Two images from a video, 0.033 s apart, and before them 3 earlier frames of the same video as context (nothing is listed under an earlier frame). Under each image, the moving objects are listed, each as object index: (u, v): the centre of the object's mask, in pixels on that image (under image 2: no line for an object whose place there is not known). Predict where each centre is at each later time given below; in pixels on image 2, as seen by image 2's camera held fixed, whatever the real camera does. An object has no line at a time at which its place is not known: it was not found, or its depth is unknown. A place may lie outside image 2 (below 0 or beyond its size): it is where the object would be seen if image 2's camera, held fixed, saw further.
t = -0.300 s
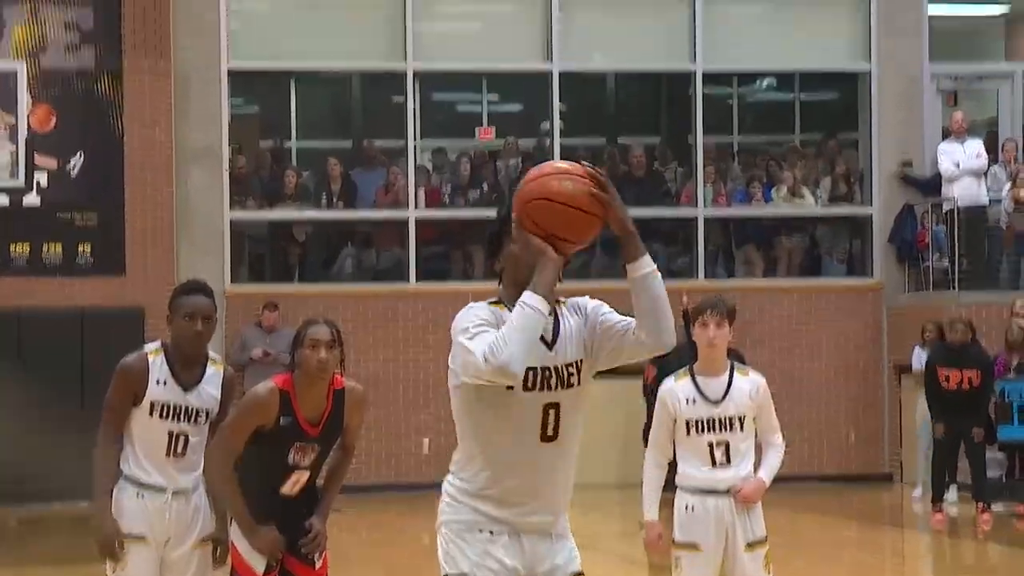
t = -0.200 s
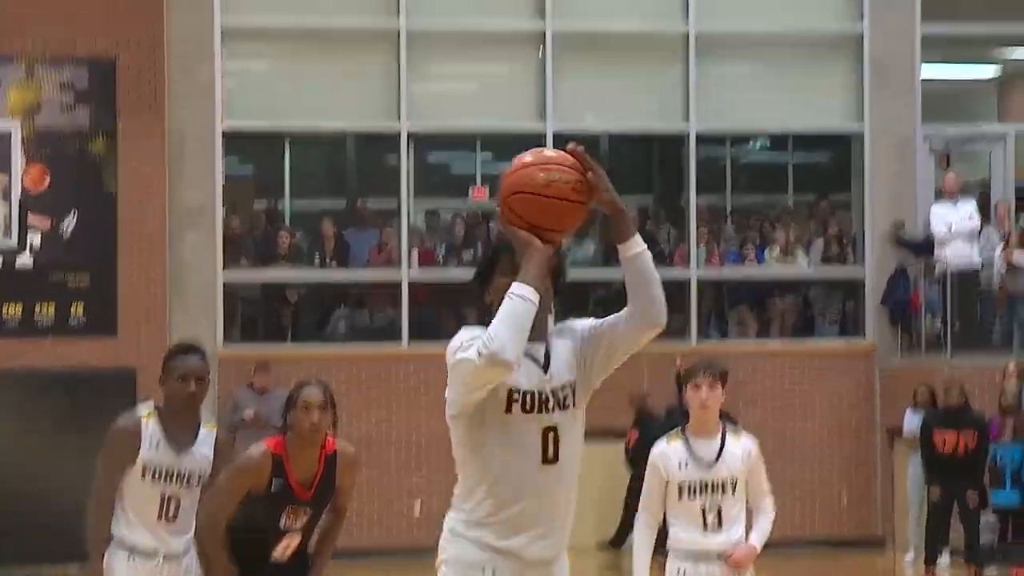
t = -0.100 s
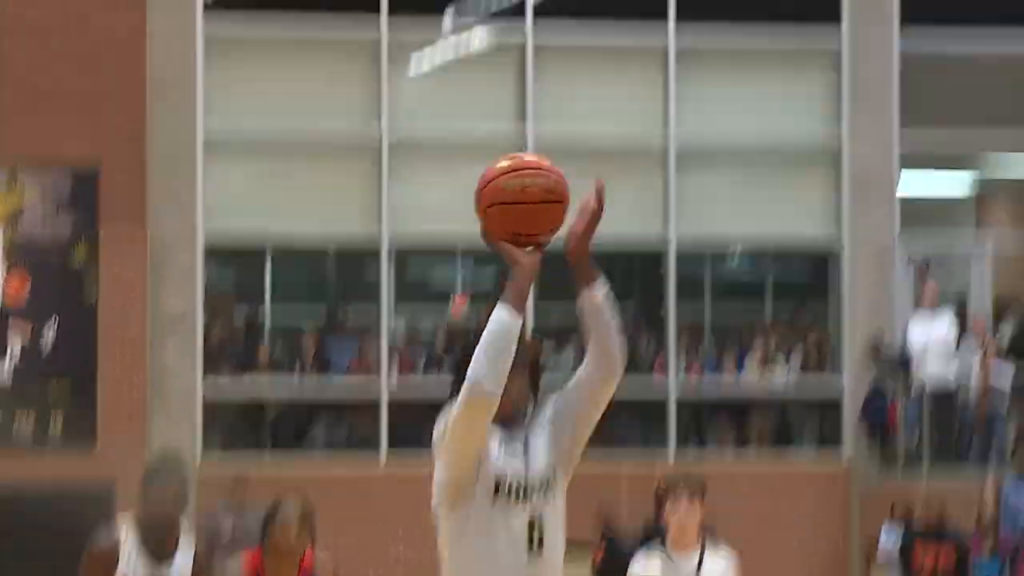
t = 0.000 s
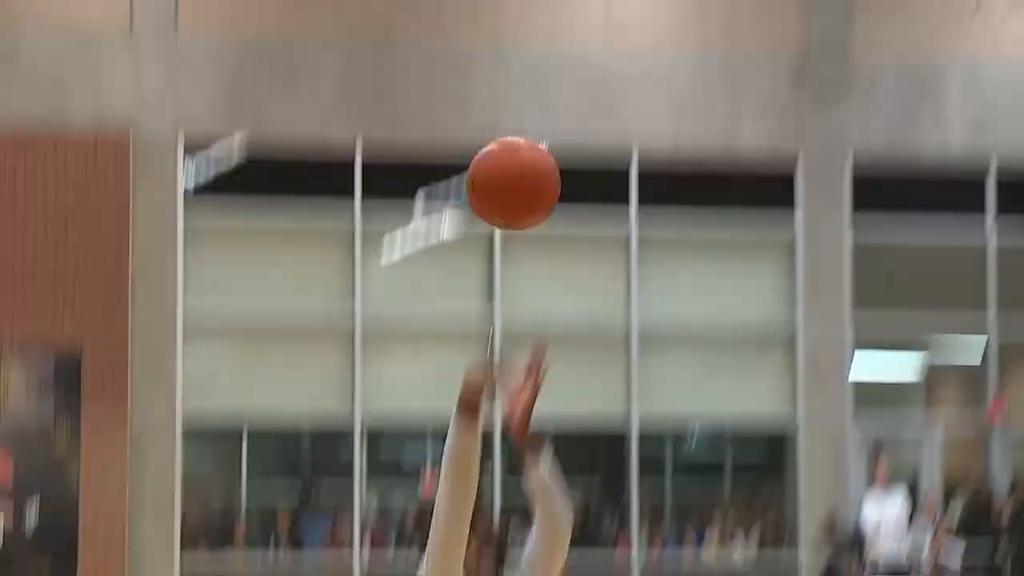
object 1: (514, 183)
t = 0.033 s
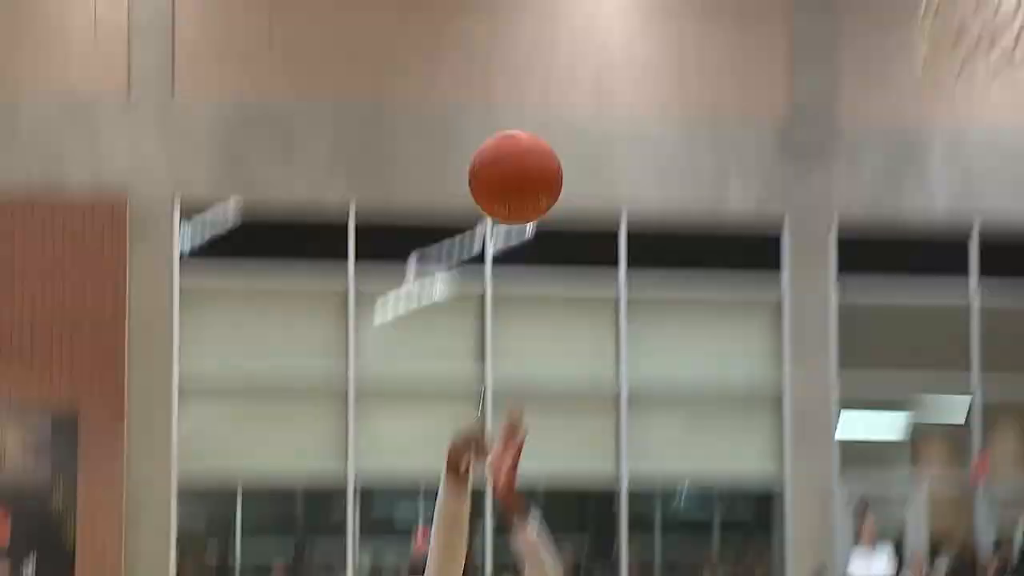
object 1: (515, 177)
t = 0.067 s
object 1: (528, 110)
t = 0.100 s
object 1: (540, 46)
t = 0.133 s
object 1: (554, -19)
